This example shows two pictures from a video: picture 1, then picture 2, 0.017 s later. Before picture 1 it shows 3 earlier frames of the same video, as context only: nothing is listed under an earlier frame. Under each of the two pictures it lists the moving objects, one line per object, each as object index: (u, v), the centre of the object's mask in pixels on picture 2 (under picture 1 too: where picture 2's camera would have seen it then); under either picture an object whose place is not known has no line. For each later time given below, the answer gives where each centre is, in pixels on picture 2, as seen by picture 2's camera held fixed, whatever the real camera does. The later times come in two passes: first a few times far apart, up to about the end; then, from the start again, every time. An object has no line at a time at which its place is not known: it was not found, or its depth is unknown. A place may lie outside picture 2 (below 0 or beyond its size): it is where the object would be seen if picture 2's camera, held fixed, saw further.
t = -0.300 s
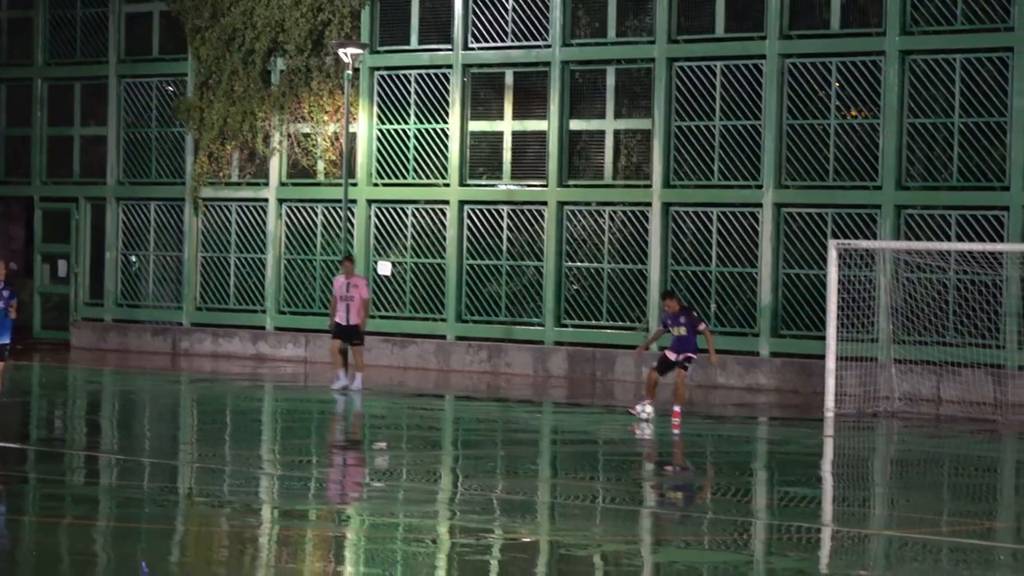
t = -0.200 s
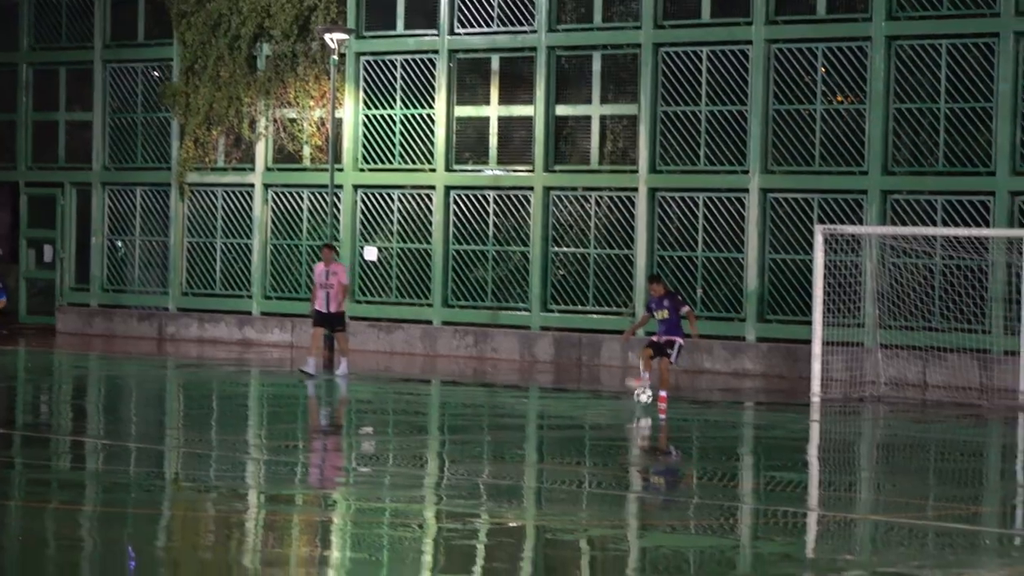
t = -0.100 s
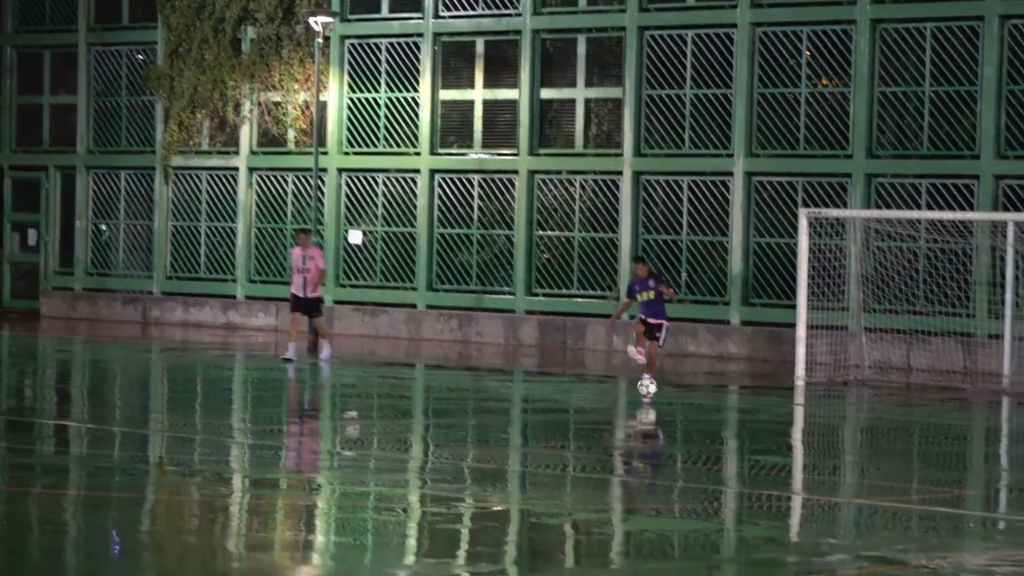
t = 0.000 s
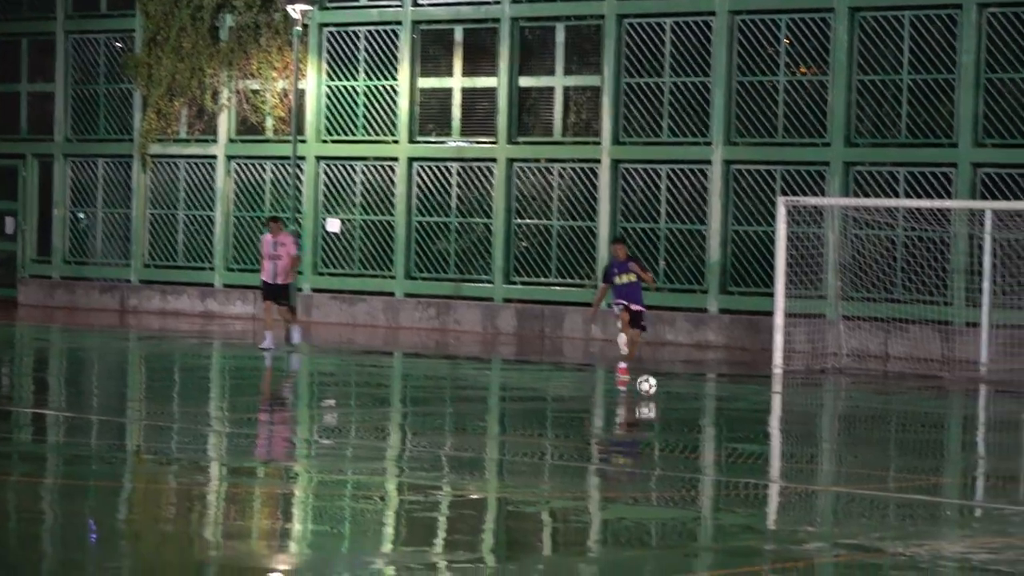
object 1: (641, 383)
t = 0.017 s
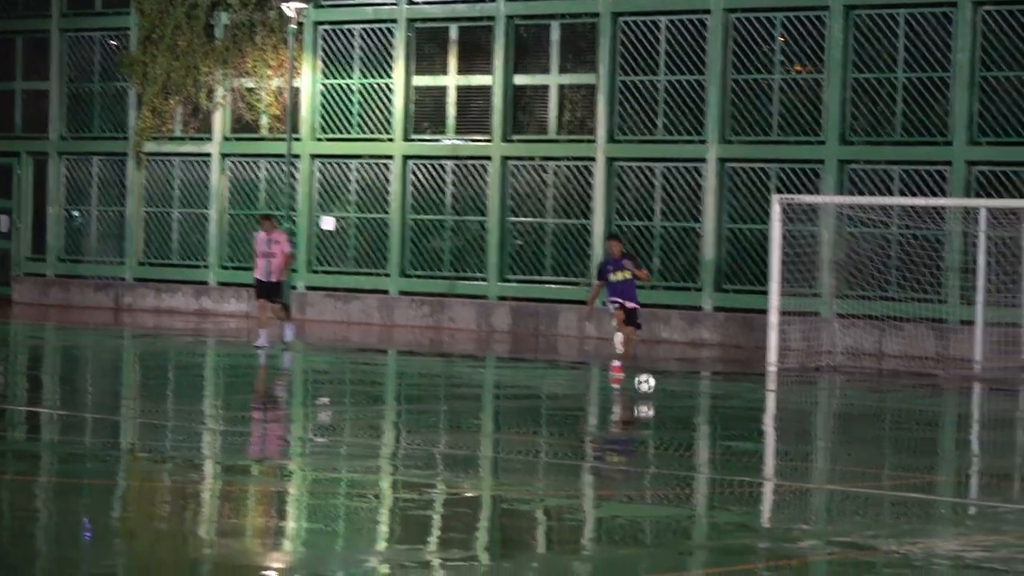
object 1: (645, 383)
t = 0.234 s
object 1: (697, 400)
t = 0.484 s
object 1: (770, 428)
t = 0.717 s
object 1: (847, 451)
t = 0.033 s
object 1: (649, 384)
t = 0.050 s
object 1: (653, 385)
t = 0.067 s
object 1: (657, 387)
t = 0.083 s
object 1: (661, 388)
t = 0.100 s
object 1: (665, 391)
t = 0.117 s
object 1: (669, 393)
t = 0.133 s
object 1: (672, 395)
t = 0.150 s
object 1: (676, 398)
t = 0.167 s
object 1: (680, 400)
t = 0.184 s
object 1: (684, 401)
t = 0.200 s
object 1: (688, 400)
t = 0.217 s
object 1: (693, 400)
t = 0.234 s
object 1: (697, 400)
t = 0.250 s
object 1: (702, 402)
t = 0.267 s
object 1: (706, 403)
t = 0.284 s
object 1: (711, 405)
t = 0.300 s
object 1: (715, 407)
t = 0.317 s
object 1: (720, 410)
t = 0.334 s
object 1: (724, 412)
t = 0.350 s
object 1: (730, 416)
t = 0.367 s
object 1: (734, 417)
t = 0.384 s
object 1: (739, 417)
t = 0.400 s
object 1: (745, 418)
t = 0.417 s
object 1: (750, 419)
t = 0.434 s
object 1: (754, 421)
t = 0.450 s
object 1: (760, 423)
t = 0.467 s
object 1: (765, 426)
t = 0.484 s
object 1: (770, 428)
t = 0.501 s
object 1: (776, 429)
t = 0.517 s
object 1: (782, 430)
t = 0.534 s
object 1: (787, 431)
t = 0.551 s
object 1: (792, 432)
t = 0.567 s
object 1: (797, 434)
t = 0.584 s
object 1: (803, 437)
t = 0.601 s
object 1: (808, 440)
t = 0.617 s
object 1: (814, 442)
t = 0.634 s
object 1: (819, 442)
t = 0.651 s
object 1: (825, 444)
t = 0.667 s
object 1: (830, 445)
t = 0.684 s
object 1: (836, 447)
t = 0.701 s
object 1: (842, 449)
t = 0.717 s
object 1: (847, 451)
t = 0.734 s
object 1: (853, 453)
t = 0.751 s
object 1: (859, 455)
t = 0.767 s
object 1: (865, 457)
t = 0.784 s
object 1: (871, 458)
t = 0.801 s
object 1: (877, 460)
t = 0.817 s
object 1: (883, 462)
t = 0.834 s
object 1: (889, 464)
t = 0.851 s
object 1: (895, 466)
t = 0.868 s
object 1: (901, 468)
